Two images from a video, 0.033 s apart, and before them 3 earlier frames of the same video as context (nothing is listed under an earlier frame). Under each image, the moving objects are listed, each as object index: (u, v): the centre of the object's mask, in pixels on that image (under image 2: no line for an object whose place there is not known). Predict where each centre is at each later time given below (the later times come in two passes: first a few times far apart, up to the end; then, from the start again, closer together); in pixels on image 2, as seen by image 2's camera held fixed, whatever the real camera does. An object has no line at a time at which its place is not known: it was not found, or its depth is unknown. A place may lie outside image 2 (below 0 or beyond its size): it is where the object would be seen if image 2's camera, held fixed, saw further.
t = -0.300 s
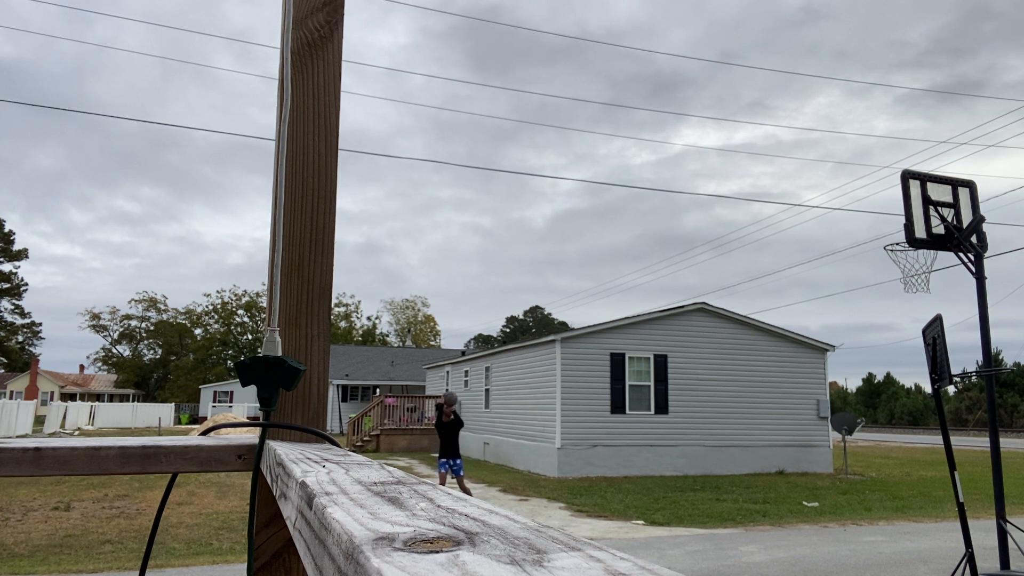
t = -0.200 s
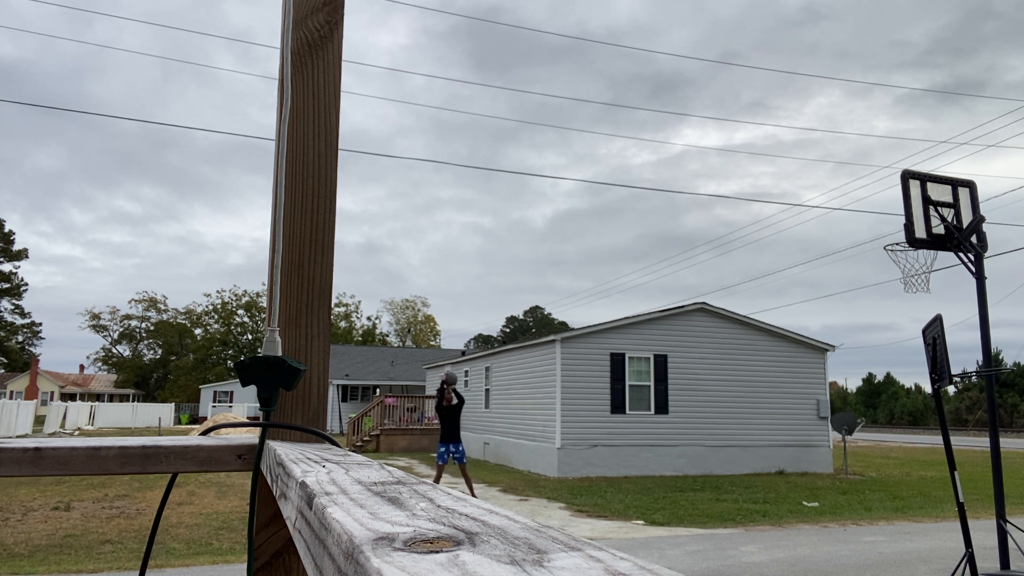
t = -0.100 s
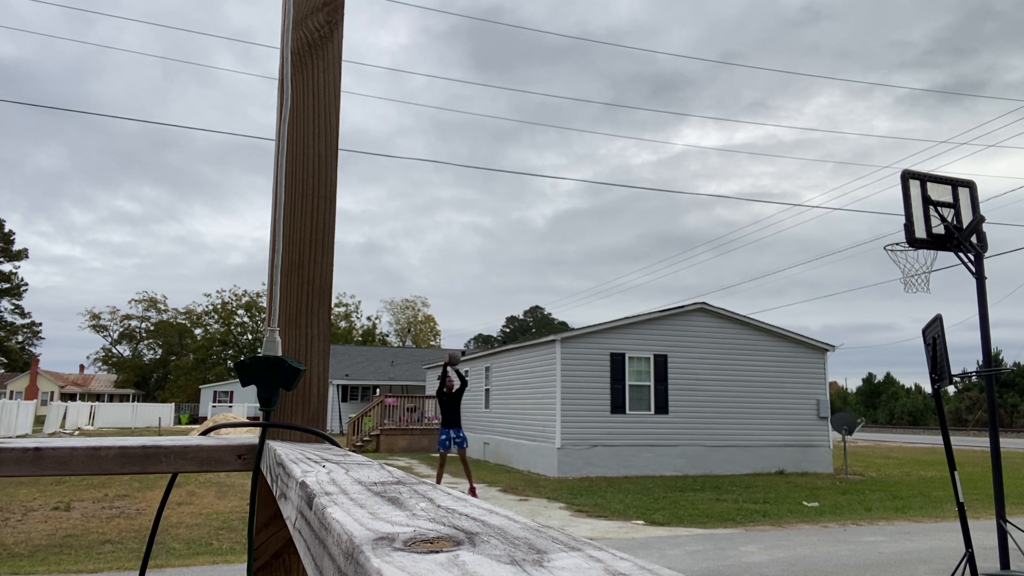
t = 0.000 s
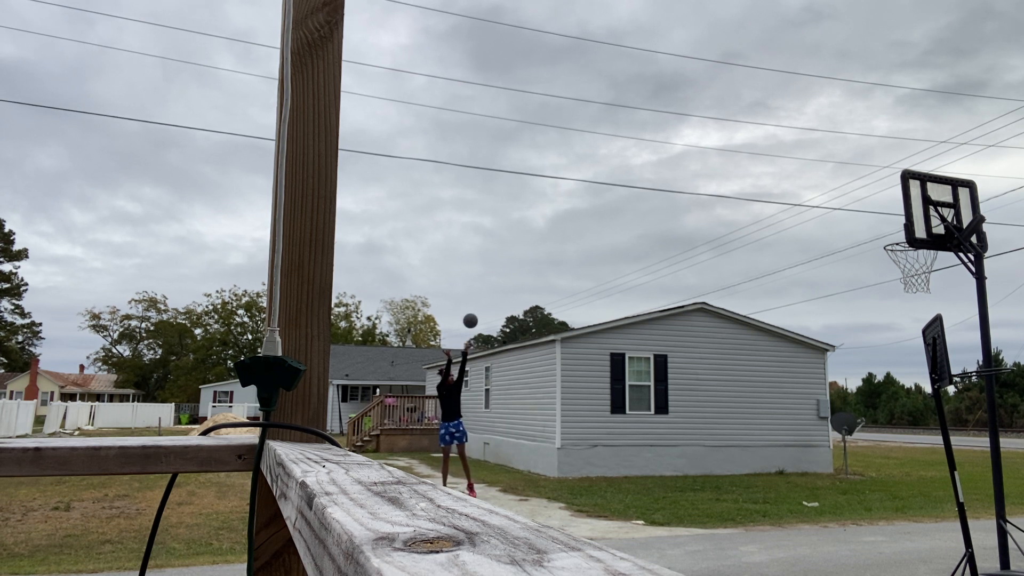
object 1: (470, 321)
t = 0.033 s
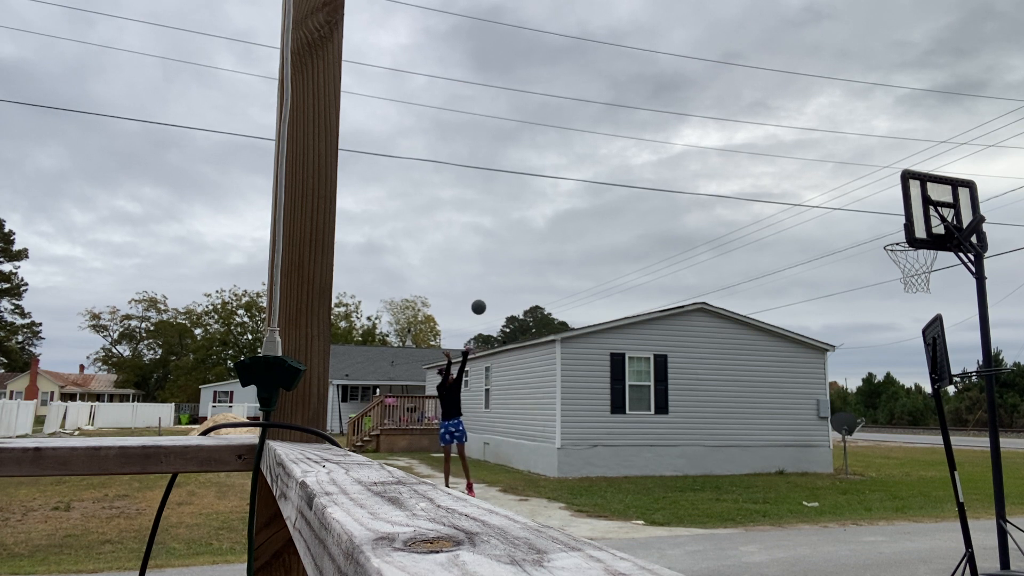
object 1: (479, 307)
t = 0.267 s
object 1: (540, 227)
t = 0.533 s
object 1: (619, 173)
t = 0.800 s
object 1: (714, 166)
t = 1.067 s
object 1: (831, 219)
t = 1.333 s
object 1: (901, 354)
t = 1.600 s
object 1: (938, 549)
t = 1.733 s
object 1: (911, 463)
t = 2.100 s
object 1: (849, 340)
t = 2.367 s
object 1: (815, 337)
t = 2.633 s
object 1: (787, 396)
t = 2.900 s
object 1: (764, 510)
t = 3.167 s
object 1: (732, 453)
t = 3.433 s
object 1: (703, 420)
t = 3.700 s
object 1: (679, 444)
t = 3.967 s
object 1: (658, 523)
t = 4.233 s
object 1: (636, 464)
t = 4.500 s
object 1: (617, 457)
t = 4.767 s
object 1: (599, 504)
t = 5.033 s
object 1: (577, 484)
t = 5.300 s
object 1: (555, 484)
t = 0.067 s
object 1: (487, 294)
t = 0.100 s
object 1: (495, 281)
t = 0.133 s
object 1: (504, 269)
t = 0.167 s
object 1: (513, 258)
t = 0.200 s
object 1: (522, 247)
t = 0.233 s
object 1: (531, 237)
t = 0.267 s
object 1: (540, 227)
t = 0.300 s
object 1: (549, 218)
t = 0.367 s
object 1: (568, 202)
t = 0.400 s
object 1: (578, 195)
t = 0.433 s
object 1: (588, 189)
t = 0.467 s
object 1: (598, 183)
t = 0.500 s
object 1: (608, 178)
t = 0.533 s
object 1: (619, 173)
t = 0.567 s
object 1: (630, 169)
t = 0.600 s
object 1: (641, 166)
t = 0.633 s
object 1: (652, 164)
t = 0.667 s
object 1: (664, 163)
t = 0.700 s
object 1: (676, 162)
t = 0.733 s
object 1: (688, 163)
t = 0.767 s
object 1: (701, 164)
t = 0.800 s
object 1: (714, 166)
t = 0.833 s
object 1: (727, 169)
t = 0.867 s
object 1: (741, 173)
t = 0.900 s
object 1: (755, 178)
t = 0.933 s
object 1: (769, 184)
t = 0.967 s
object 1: (784, 191)
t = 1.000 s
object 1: (799, 199)
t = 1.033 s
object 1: (815, 208)
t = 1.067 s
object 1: (831, 219)
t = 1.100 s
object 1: (847, 231)
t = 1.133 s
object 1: (865, 244)
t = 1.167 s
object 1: (879, 259)
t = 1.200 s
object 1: (884, 275)
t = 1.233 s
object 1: (888, 293)
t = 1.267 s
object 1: (892, 312)
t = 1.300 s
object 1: (896, 333)
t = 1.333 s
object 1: (901, 354)
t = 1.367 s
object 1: (906, 376)
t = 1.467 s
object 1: (921, 452)
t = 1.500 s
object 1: (927, 479)
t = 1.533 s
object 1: (932, 508)
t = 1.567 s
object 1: (938, 539)
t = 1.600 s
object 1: (938, 549)
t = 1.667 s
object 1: (924, 502)
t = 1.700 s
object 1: (917, 482)
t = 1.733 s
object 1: (911, 463)
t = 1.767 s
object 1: (904, 445)
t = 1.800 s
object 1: (898, 428)
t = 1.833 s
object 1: (892, 414)
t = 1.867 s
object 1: (886, 400)
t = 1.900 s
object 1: (880, 388)
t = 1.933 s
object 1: (875, 377)
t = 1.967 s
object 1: (869, 367)
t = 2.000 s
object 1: (864, 359)
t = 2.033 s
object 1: (859, 352)
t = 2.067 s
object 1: (854, 345)
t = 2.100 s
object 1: (849, 340)
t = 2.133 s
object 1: (845, 336)
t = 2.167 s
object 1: (840, 333)
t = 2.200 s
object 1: (835, 332)
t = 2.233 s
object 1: (831, 331)
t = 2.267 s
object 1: (827, 331)
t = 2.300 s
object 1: (822, 332)
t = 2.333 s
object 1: (819, 334)
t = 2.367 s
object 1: (815, 337)
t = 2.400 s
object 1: (811, 341)
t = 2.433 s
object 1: (807, 346)
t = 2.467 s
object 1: (804, 352)
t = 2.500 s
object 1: (800, 360)
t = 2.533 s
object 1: (797, 367)
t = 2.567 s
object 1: (793, 376)
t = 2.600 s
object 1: (790, 385)
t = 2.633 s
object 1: (787, 396)
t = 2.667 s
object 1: (784, 407)
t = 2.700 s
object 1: (781, 419)
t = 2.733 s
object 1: (778, 432)
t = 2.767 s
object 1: (775, 446)
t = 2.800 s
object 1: (772, 461)
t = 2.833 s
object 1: (769, 477)
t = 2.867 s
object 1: (766, 492)
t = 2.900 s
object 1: (764, 510)
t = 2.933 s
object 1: (761, 528)
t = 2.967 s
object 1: (757, 522)
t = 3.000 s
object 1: (752, 507)
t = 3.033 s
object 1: (748, 494)
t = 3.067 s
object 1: (744, 483)
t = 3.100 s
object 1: (740, 472)
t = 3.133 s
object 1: (736, 462)
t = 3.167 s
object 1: (732, 453)
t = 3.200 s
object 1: (728, 445)
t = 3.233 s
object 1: (724, 439)
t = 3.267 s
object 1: (720, 434)
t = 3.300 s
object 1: (717, 429)
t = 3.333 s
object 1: (713, 425)
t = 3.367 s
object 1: (710, 423)
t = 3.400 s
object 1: (707, 421)
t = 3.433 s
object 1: (703, 420)
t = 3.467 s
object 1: (700, 420)
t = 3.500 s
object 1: (697, 420)
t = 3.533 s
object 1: (694, 422)
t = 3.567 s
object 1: (691, 425)
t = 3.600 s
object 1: (688, 428)
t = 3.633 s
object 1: (685, 433)
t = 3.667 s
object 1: (682, 438)
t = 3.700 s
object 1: (679, 444)
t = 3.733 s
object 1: (677, 451)
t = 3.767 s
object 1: (674, 459)
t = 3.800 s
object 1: (671, 467)
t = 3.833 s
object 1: (668, 477)
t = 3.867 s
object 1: (666, 486)
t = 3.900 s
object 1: (663, 497)
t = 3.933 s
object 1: (660, 509)
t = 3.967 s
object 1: (658, 523)
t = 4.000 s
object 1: (656, 515)
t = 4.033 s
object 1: (653, 504)
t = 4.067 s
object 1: (649, 495)
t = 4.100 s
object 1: (647, 487)
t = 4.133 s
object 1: (643, 480)
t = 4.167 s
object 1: (641, 474)
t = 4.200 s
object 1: (639, 468)
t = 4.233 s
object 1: (636, 464)
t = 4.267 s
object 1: (634, 460)
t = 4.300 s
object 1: (631, 457)
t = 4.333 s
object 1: (629, 455)
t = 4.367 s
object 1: (626, 454)
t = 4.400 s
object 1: (624, 453)
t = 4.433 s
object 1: (621, 454)
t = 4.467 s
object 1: (619, 455)
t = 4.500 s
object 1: (617, 457)
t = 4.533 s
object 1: (614, 460)
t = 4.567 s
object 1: (612, 464)
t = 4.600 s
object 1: (610, 469)
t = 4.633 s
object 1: (607, 474)
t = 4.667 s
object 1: (605, 481)
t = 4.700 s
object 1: (603, 487)
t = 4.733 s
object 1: (601, 495)
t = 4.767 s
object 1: (599, 504)
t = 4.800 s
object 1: (597, 514)
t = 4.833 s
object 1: (594, 519)
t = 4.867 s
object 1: (591, 511)
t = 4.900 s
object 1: (588, 504)
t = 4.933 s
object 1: (585, 498)
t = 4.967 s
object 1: (583, 492)
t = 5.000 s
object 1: (580, 487)
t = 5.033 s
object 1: (577, 484)
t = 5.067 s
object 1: (574, 481)
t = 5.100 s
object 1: (571, 479)
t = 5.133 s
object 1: (568, 478)
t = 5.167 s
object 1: (566, 478)
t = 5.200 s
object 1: (563, 478)
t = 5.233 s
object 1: (560, 479)
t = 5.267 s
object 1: (557, 481)
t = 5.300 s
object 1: (555, 484)
